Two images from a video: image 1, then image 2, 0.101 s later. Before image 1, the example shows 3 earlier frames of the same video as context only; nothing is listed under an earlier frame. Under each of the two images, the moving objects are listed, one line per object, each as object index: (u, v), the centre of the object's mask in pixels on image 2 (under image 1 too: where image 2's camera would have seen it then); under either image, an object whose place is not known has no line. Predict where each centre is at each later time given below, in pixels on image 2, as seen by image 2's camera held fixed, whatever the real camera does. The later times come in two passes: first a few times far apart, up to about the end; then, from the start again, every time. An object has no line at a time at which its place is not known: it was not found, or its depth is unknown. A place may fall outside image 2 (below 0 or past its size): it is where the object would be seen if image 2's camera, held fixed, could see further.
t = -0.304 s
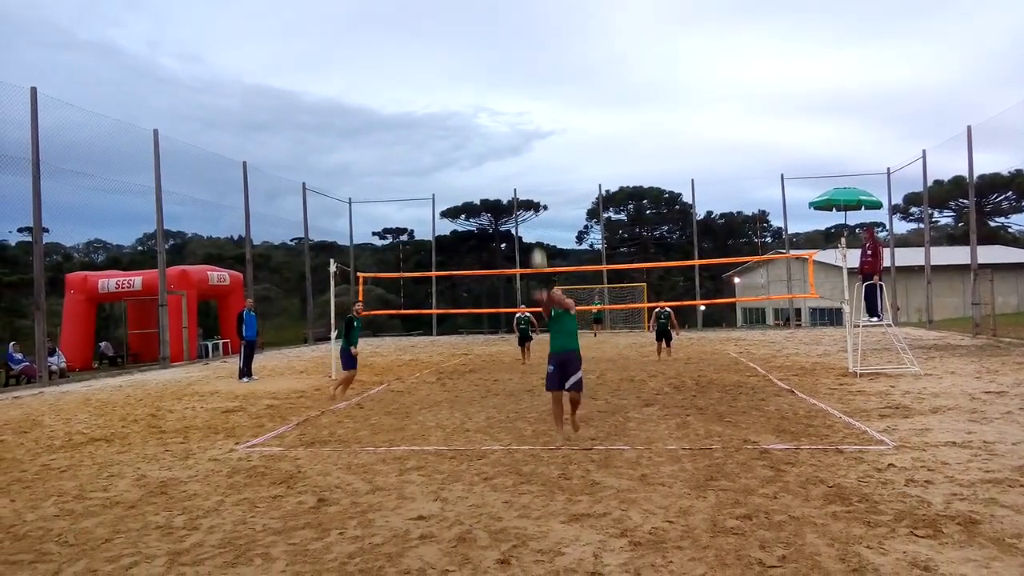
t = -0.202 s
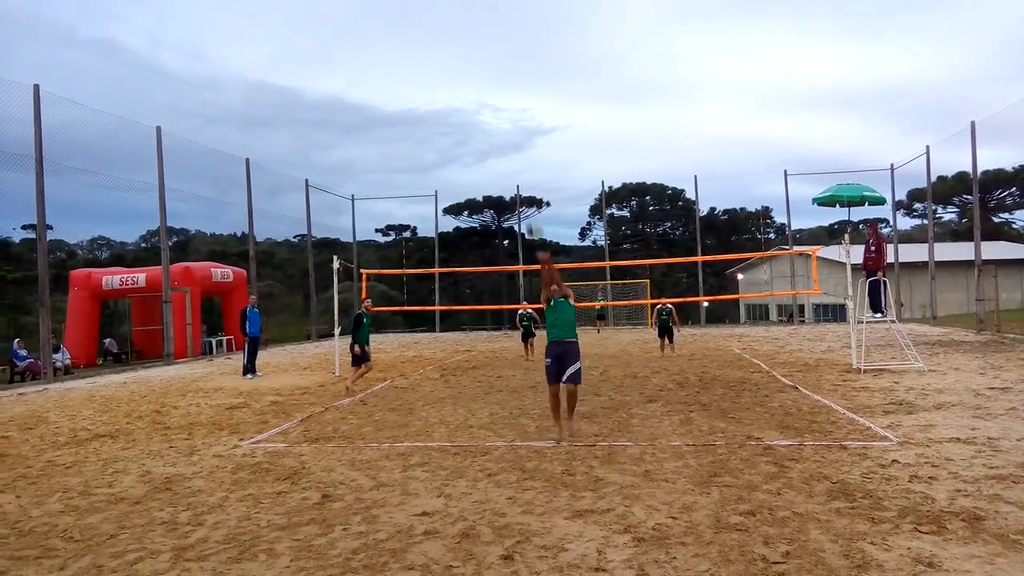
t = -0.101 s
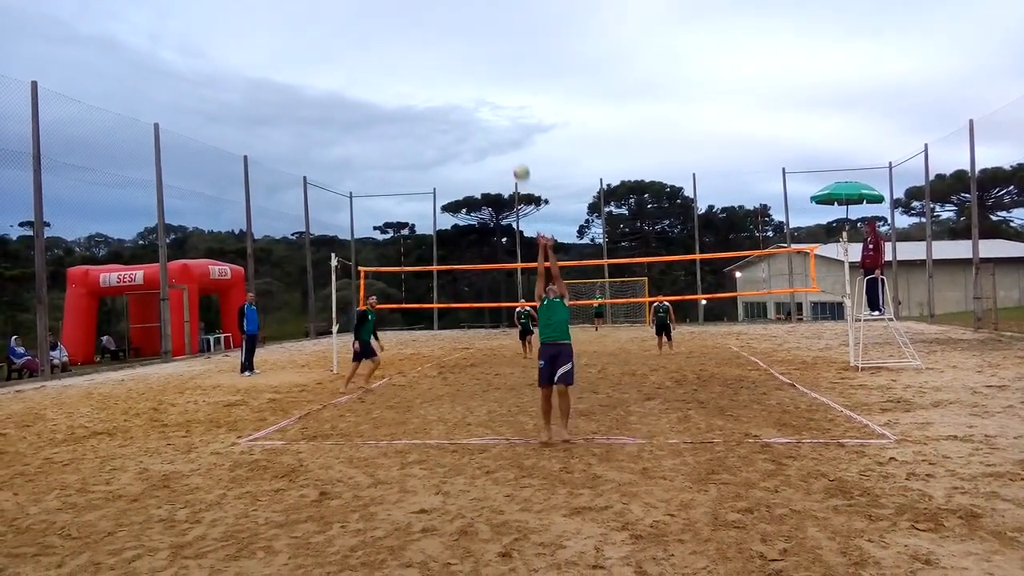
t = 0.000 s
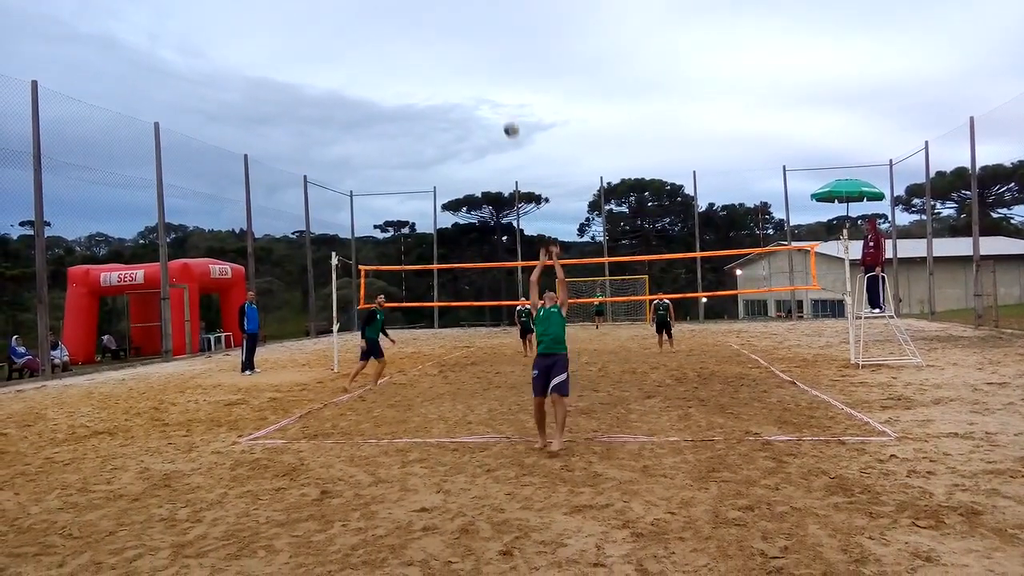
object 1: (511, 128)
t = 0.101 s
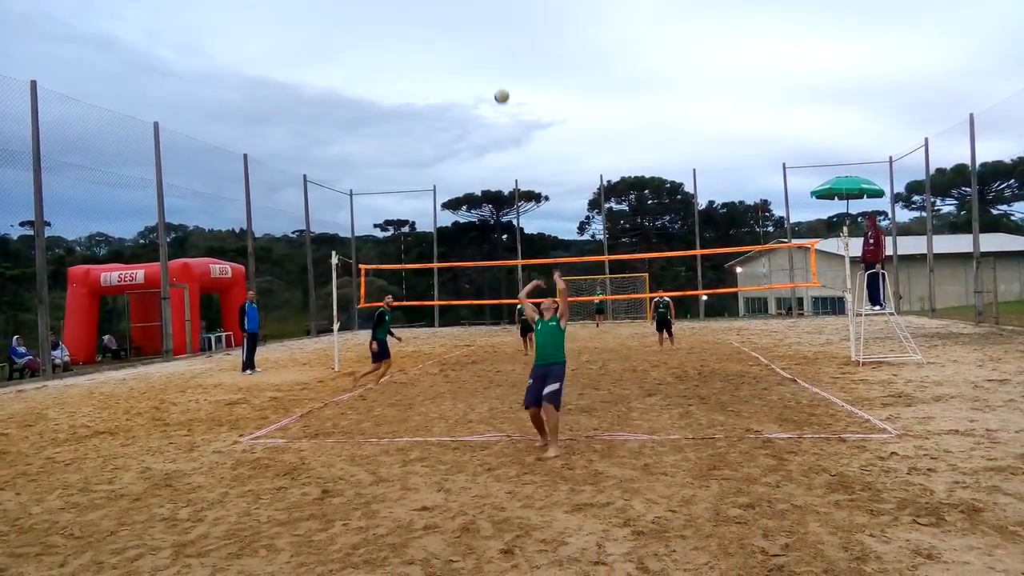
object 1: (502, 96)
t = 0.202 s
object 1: (493, 75)
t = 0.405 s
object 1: (481, 55)
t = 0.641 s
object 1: (470, 66)
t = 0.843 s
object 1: (465, 99)
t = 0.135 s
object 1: (500, 88)
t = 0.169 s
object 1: (497, 81)
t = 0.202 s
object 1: (493, 75)
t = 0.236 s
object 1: (490, 69)
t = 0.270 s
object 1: (488, 65)
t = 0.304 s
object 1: (486, 61)
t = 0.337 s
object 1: (484, 58)
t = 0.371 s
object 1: (482, 56)
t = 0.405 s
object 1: (481, 55)
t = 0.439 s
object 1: (480, 55)
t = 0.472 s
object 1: (478, 55)
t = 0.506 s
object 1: (476, 55)
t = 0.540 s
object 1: (473, 57)
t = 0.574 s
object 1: (472, 60)
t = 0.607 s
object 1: (471, 63)
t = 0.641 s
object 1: (470, 66)
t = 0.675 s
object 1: (469, 70)
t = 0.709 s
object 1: (469, 75)
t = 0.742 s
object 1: (467, 81)
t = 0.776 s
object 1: (466, 86)
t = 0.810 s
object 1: (465, 92)
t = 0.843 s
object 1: (465, 99)
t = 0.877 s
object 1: (463, 107)
